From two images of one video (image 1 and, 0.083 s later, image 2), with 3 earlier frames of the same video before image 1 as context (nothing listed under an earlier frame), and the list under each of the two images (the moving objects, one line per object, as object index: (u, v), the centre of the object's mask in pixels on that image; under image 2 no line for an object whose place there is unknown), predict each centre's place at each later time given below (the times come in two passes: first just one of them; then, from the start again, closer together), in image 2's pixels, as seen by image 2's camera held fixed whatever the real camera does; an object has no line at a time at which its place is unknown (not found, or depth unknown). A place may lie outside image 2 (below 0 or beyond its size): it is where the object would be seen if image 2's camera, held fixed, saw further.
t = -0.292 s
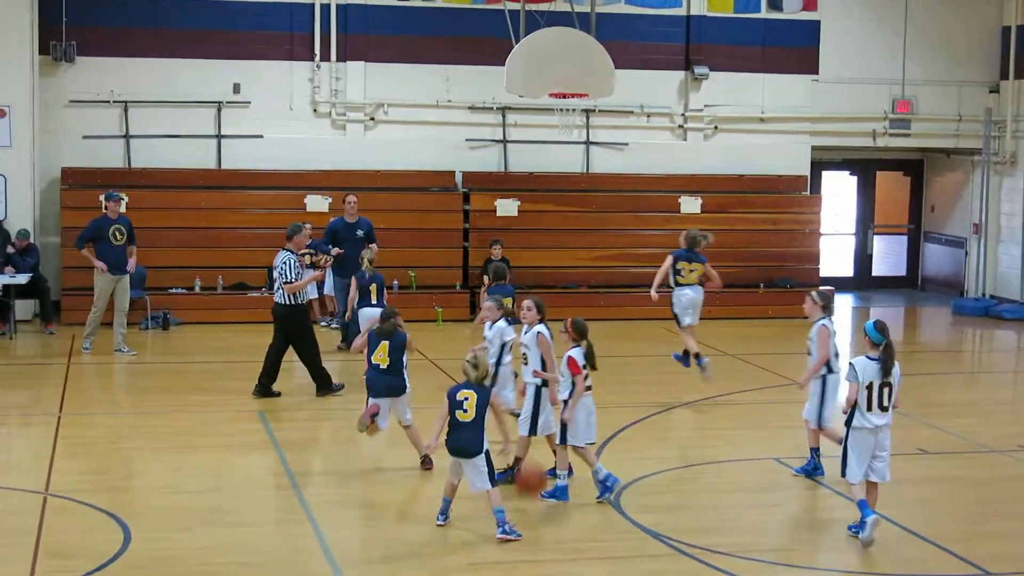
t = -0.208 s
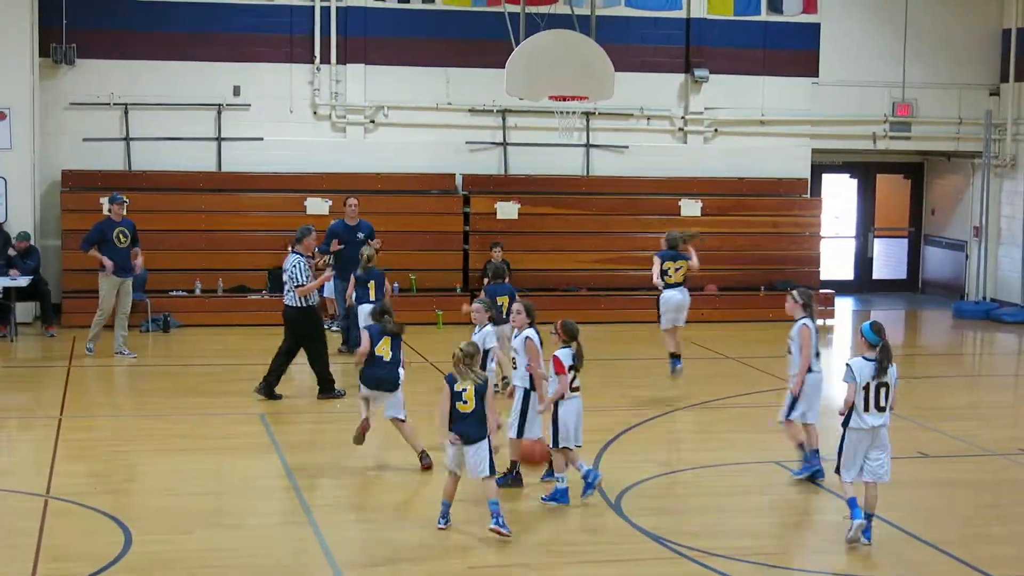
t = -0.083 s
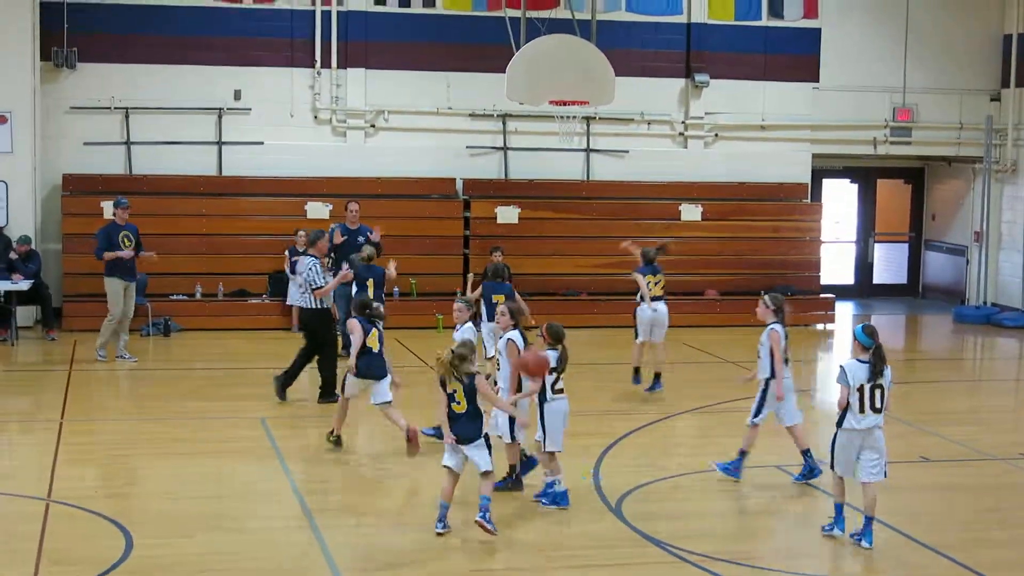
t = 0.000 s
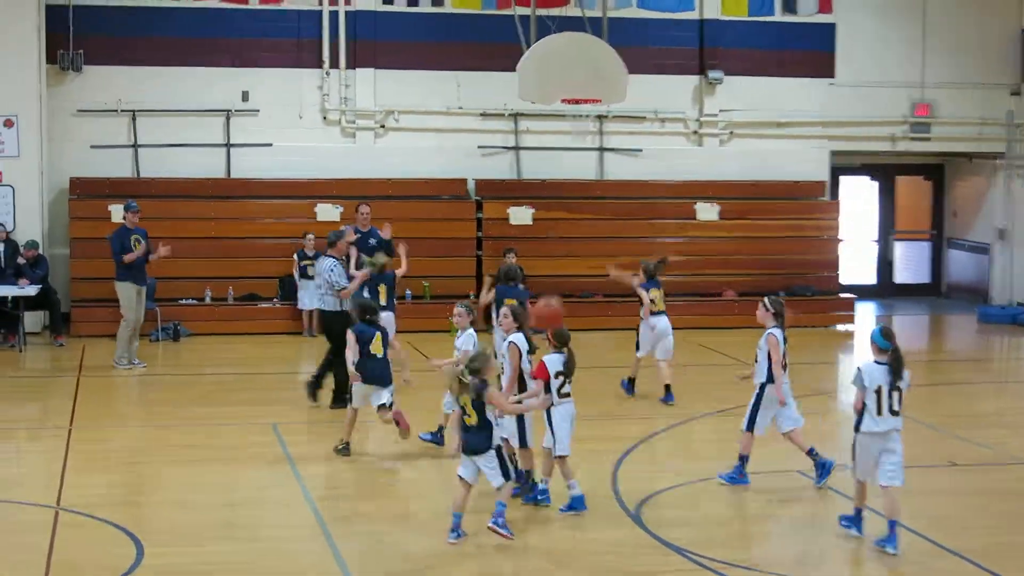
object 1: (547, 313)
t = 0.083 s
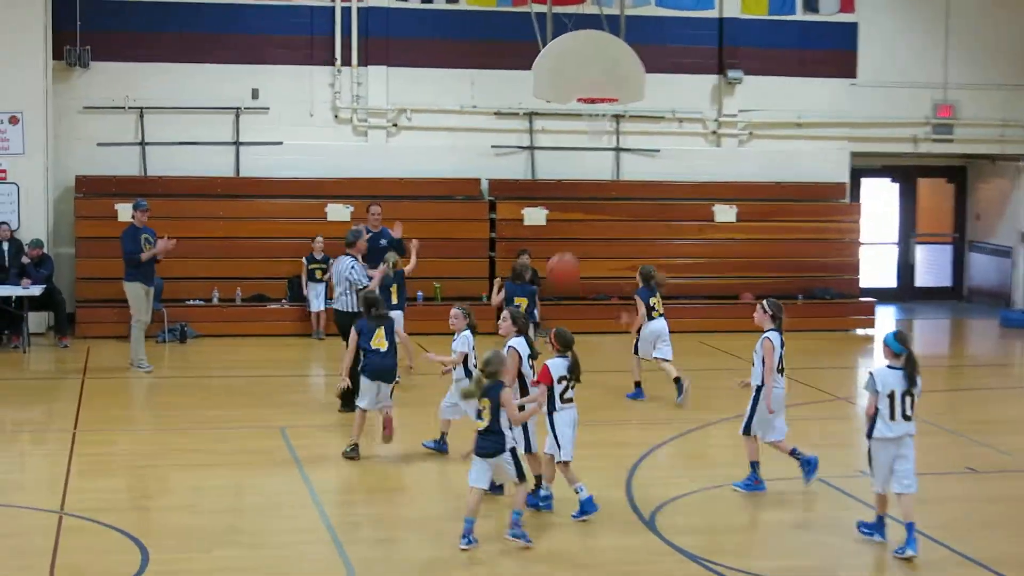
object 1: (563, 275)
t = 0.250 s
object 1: (563, 208)
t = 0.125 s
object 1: (564, 251)
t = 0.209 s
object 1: (562, 219)
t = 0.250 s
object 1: (563, 208)
